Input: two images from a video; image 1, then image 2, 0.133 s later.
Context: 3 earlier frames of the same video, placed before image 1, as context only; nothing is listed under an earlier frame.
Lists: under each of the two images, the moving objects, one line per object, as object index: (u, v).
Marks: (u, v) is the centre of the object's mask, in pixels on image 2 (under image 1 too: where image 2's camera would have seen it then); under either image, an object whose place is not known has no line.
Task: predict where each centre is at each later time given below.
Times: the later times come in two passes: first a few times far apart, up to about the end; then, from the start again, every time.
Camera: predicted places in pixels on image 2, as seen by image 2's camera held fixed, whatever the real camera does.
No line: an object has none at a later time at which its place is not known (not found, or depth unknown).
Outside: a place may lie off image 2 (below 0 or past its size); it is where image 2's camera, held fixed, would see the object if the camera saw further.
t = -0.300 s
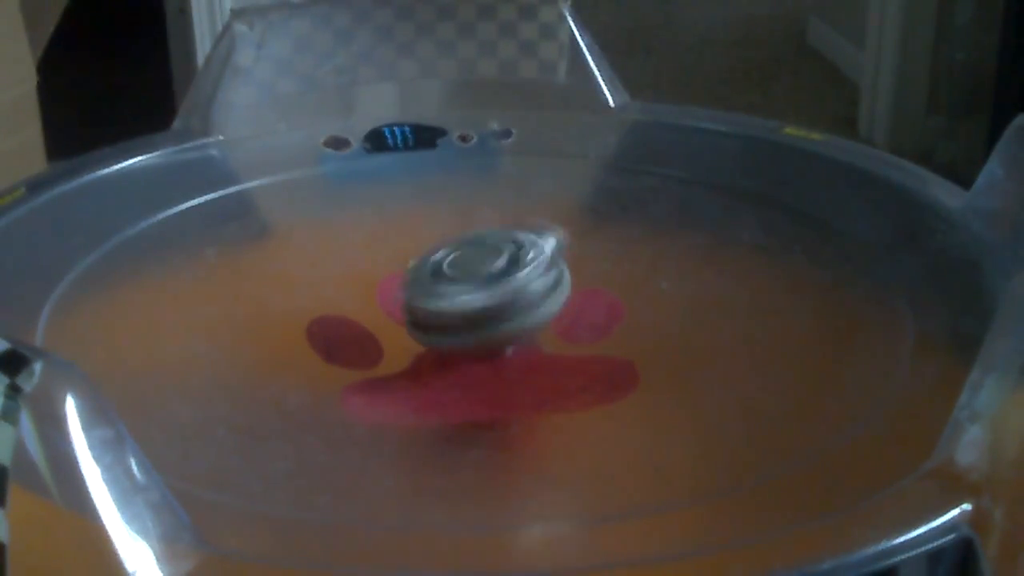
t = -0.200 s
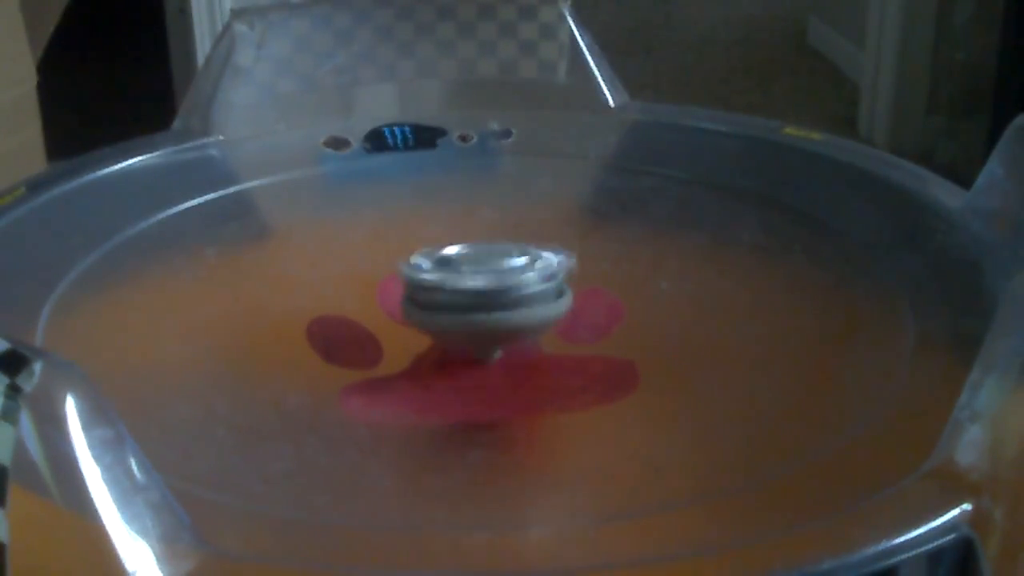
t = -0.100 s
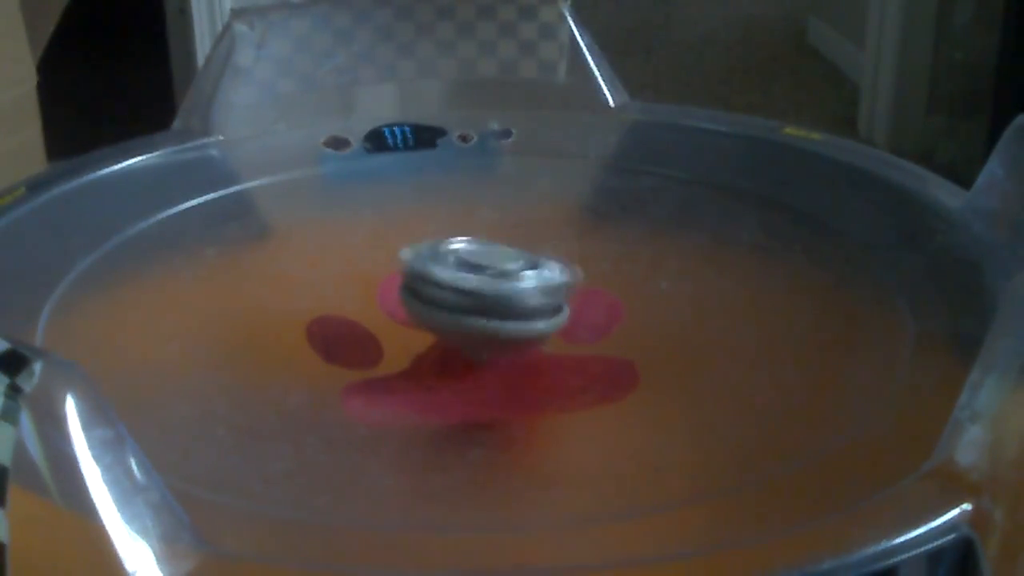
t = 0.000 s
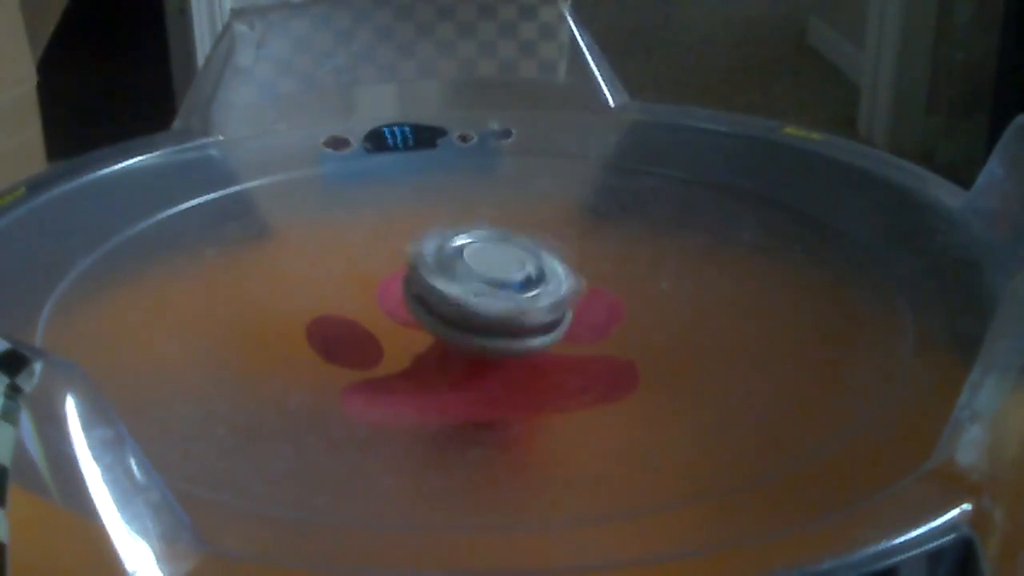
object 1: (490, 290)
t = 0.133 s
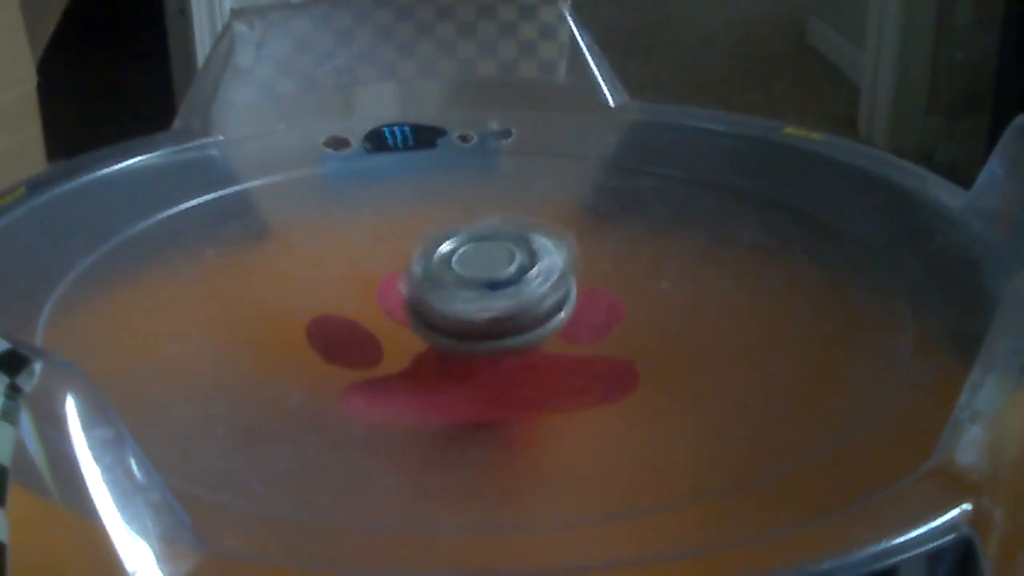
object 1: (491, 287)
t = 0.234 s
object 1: (491, 291)
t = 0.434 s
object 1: (485, 292)
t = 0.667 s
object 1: (492, 287)
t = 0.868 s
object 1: (489, 294)
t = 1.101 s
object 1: (492, 288)
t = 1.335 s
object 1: (486, 293)
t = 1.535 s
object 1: (501, 291)
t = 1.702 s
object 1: (495, 295)
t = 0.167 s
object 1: (490, 288)
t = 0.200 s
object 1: (489, 289)
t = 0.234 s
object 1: (491, 291)
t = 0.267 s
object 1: (491, 291)
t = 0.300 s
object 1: (489, 293)
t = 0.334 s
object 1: (487, 293)
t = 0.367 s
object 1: (488, 293)
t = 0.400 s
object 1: (486, 293)
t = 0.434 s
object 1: (485, 292)
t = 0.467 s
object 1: (488, 290)
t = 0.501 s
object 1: (491, 289)
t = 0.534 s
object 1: (490, 289)
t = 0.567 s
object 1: (489, 288)
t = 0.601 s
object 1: (490, 287)
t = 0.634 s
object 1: (491, 287)
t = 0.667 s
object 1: (492, 287)
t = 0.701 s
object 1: (491, 287)
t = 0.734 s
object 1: (491, 288)
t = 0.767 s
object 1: (491, 291)
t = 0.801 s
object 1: (489, 293)
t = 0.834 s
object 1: (488, 294)
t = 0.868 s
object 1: (489, 294)
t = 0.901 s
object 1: (488, 294)
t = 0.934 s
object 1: (488, 293)
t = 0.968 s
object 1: (490, 292)
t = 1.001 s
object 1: (491, 291)
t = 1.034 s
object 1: (492, 290)
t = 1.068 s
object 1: (492, 289)
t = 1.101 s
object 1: (492, 288)
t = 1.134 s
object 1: (494, 287)
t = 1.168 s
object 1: (494, 286)
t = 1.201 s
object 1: (494, 286)
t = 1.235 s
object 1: (493, 287)
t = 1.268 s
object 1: (491, 289)
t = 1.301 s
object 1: (488, 291)
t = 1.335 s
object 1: (486, 293)
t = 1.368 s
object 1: (490, 292)
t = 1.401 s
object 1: (490, 292)
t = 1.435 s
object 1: (491, 293)
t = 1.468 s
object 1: (493, 291)
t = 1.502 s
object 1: (497, 291)
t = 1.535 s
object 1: (501, 291)
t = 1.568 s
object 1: (503, 294)
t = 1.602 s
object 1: (502, 296)
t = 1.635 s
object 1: (500, 297)
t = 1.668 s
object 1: (498, 296)
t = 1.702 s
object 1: (495, 295)
